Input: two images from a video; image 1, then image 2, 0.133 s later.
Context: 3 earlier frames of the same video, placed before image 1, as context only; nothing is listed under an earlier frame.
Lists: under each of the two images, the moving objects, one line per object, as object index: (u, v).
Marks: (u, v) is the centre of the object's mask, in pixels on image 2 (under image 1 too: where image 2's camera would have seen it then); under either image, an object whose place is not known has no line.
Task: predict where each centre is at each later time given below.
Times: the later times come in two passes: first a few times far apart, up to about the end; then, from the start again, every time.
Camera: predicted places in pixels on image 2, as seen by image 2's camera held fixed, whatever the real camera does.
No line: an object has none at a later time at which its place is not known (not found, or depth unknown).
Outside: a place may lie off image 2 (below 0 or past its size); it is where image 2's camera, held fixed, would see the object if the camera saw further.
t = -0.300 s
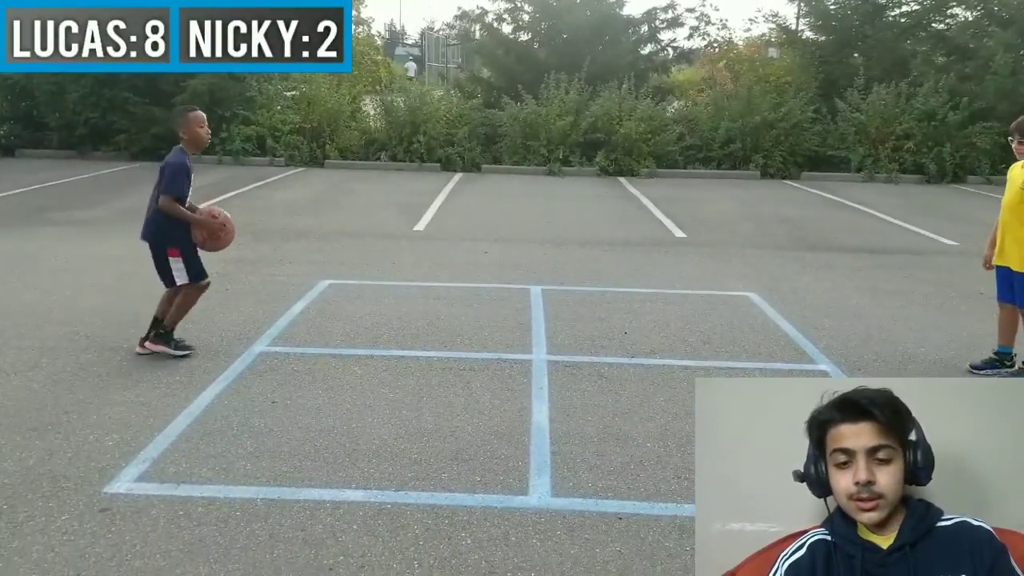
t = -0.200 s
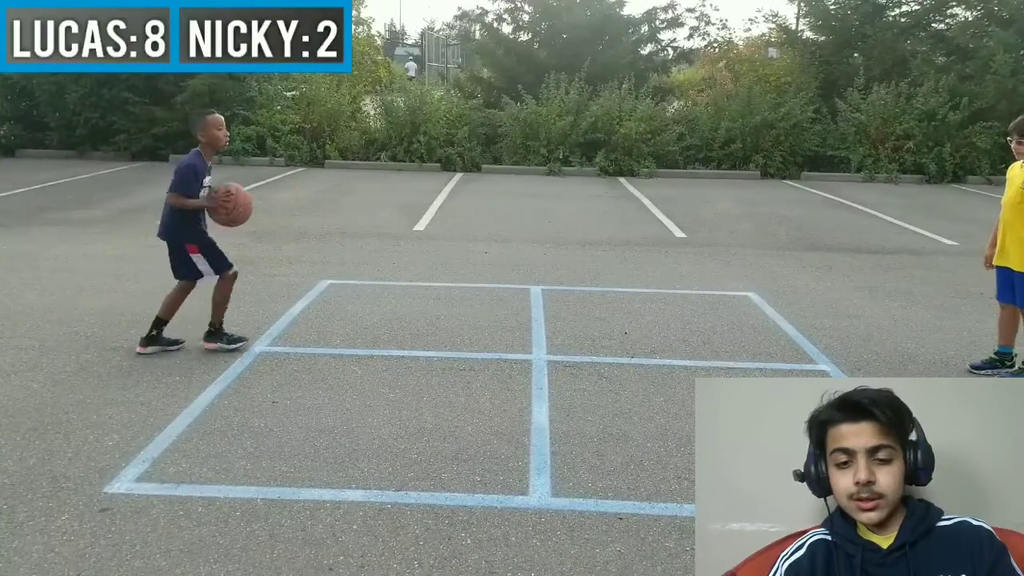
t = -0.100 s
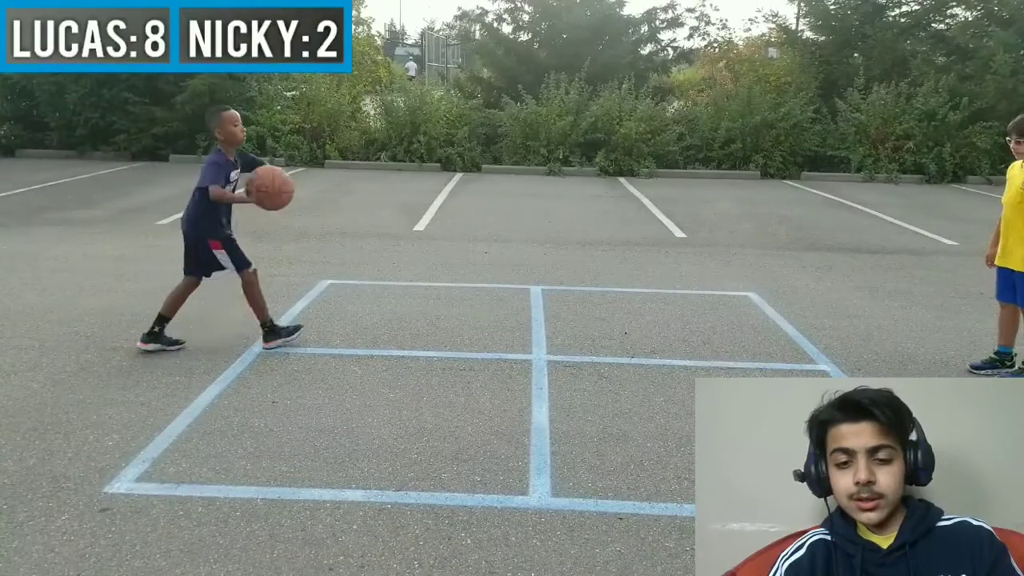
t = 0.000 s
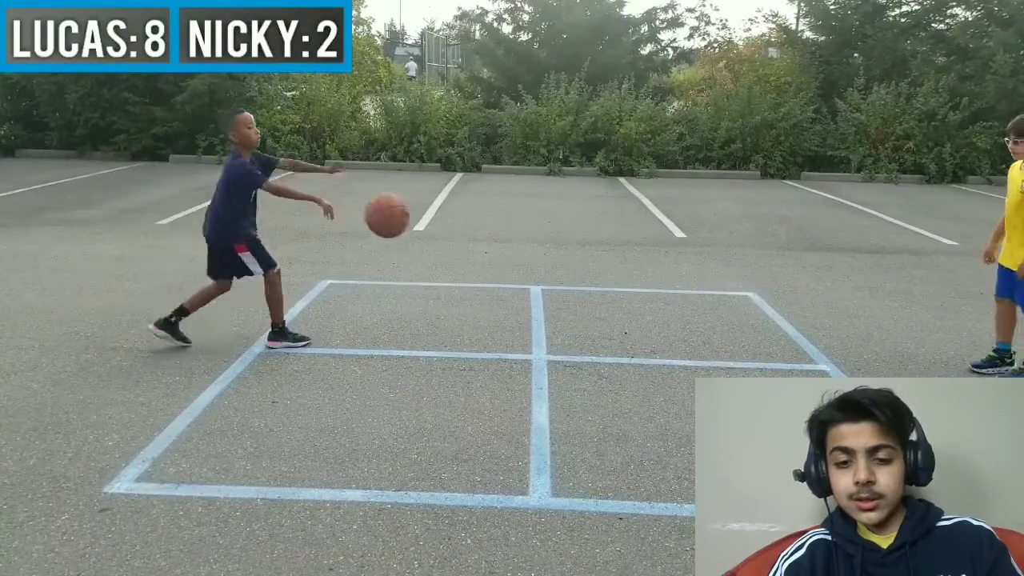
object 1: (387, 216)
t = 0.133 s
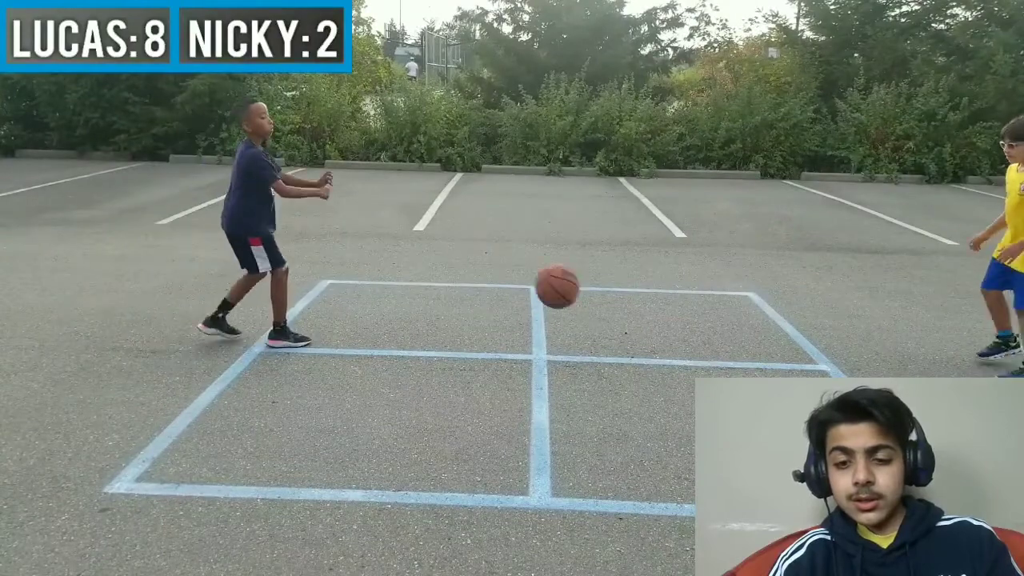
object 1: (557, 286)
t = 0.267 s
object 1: (697, 322)
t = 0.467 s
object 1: (840, 246)
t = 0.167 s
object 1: (599, 308)
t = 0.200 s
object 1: (641, 334)
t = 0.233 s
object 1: (674, 341)
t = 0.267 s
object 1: (697, 322)
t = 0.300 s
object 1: (721, 305)
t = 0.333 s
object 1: (744, 290)
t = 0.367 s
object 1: (769, 276)
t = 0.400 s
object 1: (792, 264)
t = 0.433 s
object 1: (817, 254)
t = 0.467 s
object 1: (840, 246)
